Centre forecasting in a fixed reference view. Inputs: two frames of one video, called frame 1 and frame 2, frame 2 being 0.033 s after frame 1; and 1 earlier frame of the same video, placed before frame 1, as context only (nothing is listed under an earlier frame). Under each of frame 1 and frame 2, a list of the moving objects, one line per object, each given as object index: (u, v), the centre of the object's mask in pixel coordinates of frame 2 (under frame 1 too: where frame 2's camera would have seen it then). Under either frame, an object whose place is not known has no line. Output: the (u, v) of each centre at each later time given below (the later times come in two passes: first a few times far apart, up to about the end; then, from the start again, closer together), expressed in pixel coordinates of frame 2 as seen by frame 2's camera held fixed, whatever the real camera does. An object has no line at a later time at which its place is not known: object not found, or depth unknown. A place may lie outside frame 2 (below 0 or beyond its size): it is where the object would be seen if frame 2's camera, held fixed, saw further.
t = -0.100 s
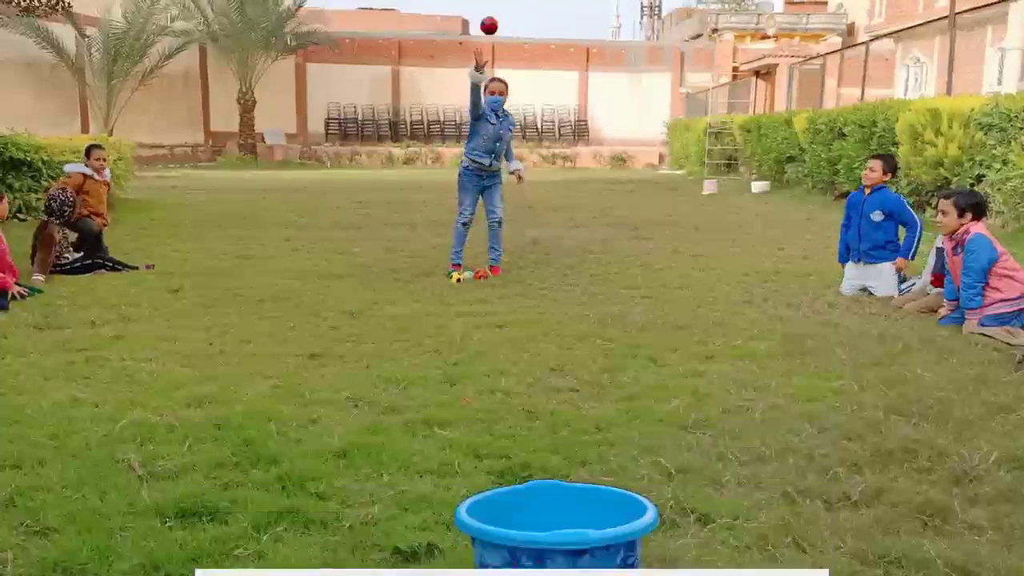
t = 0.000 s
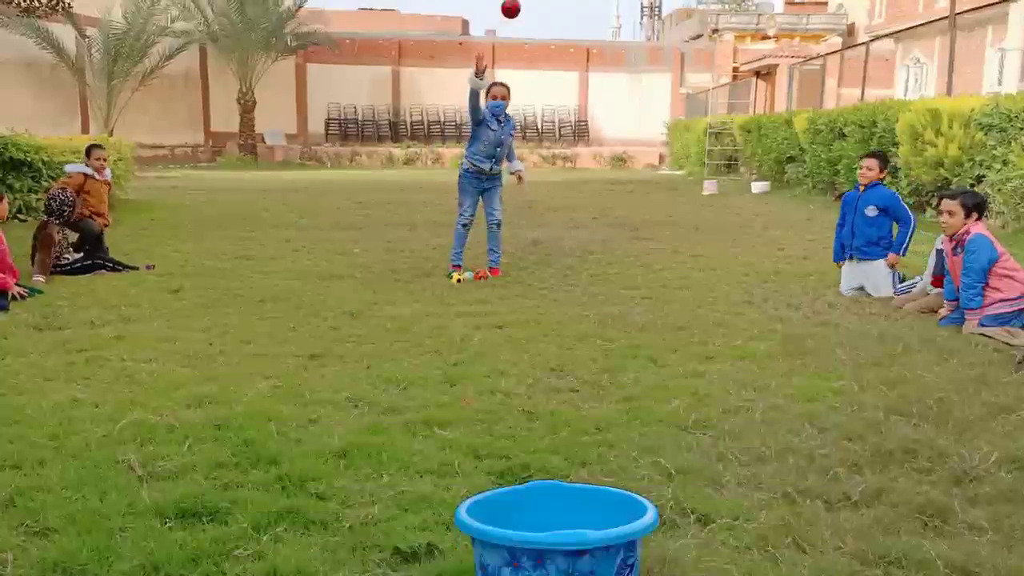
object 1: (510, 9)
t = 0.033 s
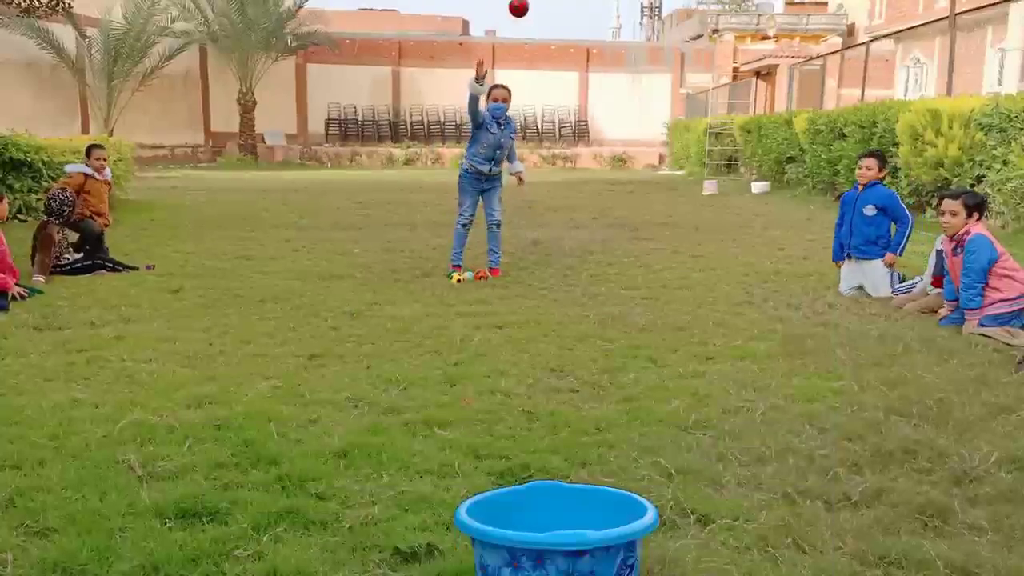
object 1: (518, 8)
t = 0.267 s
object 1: (587, 84)
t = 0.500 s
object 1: (690, 433)
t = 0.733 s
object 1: (846, 500)
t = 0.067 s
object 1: (527, 8)
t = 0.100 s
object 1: (535, 11)
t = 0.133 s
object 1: (545, 18)
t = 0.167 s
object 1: (554, 28)
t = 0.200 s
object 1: (564, 42)
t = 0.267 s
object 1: (587, 84)
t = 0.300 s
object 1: (599, 112)
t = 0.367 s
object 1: (625, 188)
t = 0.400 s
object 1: (640, 236)
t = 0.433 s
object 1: (656, 292)
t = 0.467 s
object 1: (672, 357)
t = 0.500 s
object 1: (690, 433)
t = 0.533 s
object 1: (711, 507)
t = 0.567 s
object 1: (732, 507)
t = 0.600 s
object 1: (754, 498)
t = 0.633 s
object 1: (774, 492)
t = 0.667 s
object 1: (797, 488)
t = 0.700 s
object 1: (822, 491)
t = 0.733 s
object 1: (846, 500)
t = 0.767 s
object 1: (870, 512)
